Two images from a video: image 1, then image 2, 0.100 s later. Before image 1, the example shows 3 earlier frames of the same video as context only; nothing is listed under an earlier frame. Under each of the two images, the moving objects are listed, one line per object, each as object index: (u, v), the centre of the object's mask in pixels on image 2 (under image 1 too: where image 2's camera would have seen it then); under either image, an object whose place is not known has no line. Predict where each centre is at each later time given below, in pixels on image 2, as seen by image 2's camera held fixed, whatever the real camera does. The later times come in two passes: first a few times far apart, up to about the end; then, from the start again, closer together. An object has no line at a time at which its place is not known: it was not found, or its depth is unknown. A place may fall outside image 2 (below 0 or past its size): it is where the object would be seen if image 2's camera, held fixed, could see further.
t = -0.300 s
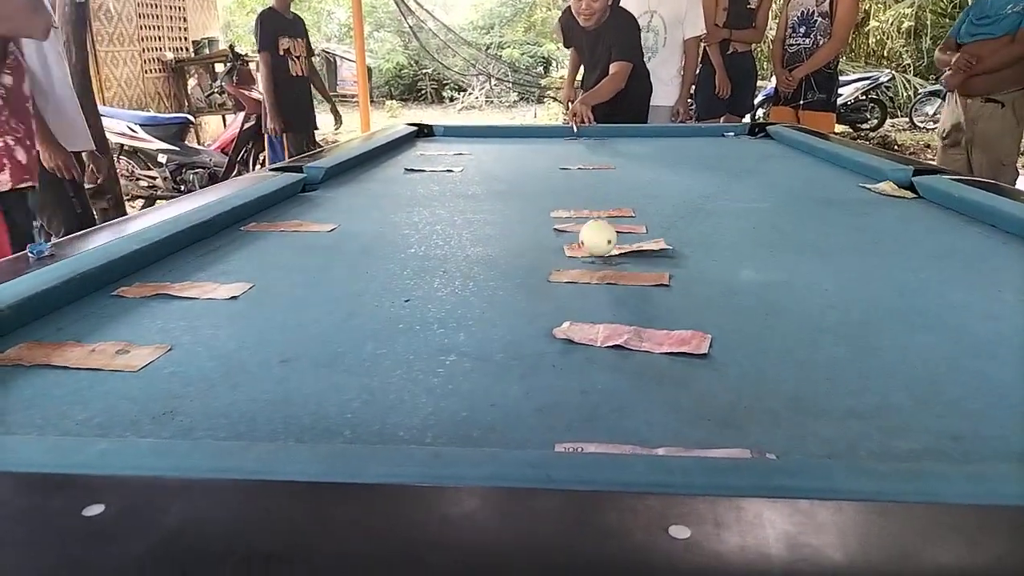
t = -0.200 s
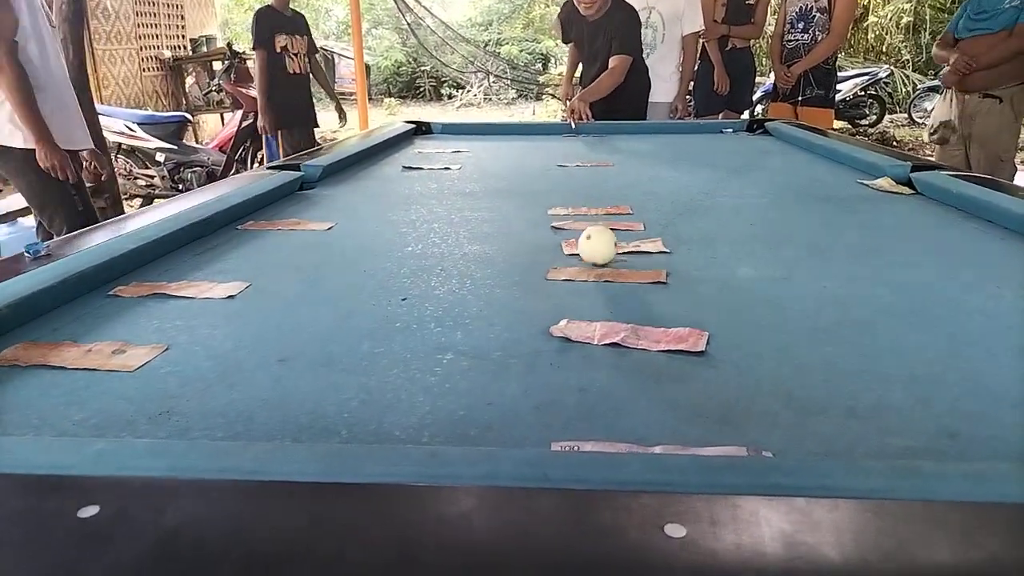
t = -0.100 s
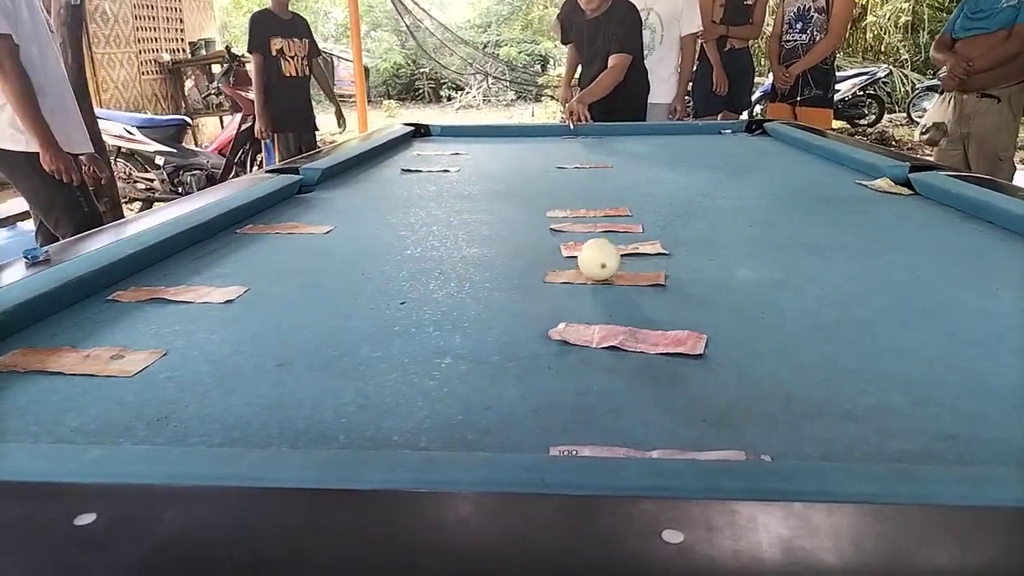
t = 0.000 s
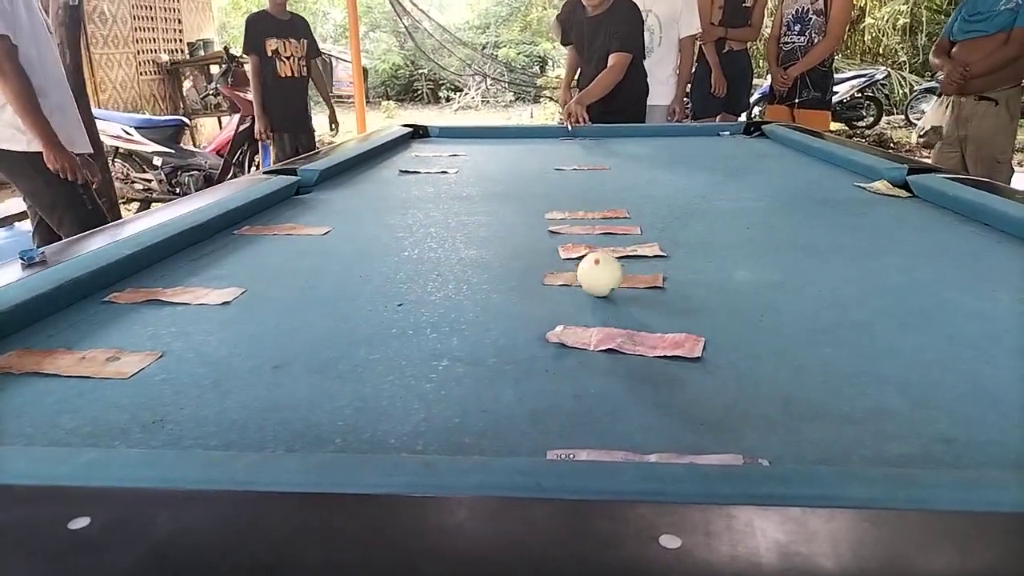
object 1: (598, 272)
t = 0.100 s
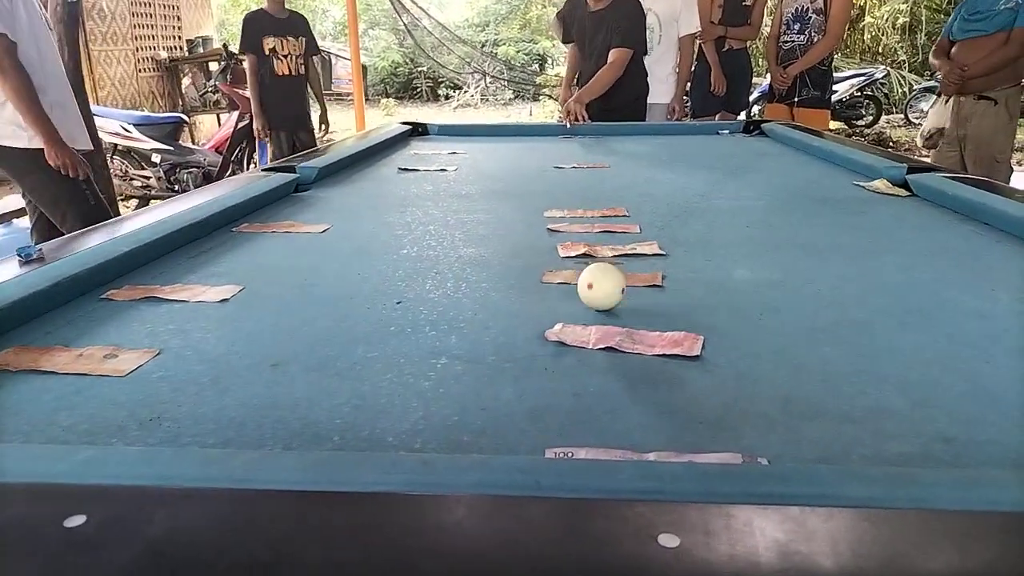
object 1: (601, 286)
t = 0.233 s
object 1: (605, 307)
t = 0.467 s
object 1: (614, 352)
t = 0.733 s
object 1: (627, 423)
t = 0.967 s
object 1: (625, 425)
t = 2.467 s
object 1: (578, 271)
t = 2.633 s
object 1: (574, 264)
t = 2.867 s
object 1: (570, 255)
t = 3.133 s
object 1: (566, 246)
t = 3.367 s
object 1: (564, 240)
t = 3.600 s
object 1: (559, 234)
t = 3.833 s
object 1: (555, 230)
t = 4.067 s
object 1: (550, 225)
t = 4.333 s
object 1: (544, 221)
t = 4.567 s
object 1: (539, 218)
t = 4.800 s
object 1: (535, 215)
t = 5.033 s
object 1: (535, 213)
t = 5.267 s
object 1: (536, 212)
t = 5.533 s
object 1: (536, 210)
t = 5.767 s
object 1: (537, 210)
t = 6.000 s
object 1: (537, 210)
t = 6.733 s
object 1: (537, 209)
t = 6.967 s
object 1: (537, 210)
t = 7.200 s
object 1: (538, 209)
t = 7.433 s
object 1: (537, 210)
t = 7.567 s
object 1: (538, 210)
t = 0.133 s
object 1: (602, 291)
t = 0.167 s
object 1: (603, 296)
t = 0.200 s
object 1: (604, 302)
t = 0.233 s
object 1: (605, 307)
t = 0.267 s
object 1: (607, 313)
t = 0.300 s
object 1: (608, 319)
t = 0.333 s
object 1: (609, 325)
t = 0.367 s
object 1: (610, 331)
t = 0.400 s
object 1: (611, 338)
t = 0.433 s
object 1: (613, 345)
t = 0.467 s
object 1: (614, 352)
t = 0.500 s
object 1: (615, 361)
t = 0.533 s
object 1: (617, 368)
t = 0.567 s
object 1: (618, 377)
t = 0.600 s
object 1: (620, 385)
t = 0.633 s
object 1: (621, 394)
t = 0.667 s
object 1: (623, 404)
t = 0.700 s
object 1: (625, 415)
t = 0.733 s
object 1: (627, 423)
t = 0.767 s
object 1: (628, 429)
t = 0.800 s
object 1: (630, 435)
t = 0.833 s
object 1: (631, 440)
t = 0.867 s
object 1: (629, 436)
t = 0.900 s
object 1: (628, 432)
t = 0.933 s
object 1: (626, 429)
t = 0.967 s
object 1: (625, 425)
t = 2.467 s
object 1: (578, 271)
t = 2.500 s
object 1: (577, 270)
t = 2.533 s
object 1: (577, 269)
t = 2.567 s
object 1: (576, 267)
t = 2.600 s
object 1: (575, 265)
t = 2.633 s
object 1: (574, 264)
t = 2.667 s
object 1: (574, 262)
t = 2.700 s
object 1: (573, 261)
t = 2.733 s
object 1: (573, 260)
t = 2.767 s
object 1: (572, 258)
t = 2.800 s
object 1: (571, 257)
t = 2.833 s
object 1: (571, 256)
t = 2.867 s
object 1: (570, 255)
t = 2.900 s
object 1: (570, 254)
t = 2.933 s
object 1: (569, 252)
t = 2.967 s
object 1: (568, 252)
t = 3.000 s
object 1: (568, 251)
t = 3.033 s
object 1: (568, 250)
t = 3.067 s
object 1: (567, 248)
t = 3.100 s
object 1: (567, 247)
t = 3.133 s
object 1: (566, 246)
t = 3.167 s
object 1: (566, 245)
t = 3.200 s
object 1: (566, 245)
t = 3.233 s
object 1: (565, 244)
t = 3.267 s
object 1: (565, 243)
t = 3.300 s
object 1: (564, 241)
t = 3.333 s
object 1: (564, 241)
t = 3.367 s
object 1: (564, 240)
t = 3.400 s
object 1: (562, 239)
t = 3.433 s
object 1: (562, 238)
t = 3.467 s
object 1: (562, 237)
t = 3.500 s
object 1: (561, 237)
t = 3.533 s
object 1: (561, 236)
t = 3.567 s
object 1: (560, 235)
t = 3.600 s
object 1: (559, 234)
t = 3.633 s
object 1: (559, 233)
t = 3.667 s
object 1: (559, 233)
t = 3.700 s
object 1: (558, 232)
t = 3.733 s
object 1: (558, 231)
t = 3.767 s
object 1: (557, 231)
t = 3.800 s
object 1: (556, 230)
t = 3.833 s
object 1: (555, 230)
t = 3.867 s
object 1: (555, 229)
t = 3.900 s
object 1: (554, 228)
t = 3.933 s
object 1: (553, 227)
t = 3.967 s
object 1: (552, 227)
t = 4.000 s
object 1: (552, 226)
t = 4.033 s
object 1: (551, 226)
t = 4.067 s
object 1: (550, 225)
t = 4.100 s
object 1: (549, 224)
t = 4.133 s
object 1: (548, 224)
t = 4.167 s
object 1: (547, 223)
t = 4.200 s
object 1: (547, 223)
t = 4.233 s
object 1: (546, 222)
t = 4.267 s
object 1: (545, 222)
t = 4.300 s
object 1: (544, 222)
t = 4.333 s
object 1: (544, 221)
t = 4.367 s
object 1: (543, 221)
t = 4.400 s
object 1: (542, 220)
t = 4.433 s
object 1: (541, 220)
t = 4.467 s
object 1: (540, 219)
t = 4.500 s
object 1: (540, 219)
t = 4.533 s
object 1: (539, 218)
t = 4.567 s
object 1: (539, 218)
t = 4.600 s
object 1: (538, 218)
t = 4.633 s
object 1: (537, 217)
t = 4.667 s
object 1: (537, 217)
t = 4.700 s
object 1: (536, 216)
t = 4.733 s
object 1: (536, 216)
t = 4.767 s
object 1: (535, 216)
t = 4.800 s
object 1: (535, 215)
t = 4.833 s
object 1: (535, 215)
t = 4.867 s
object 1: (535, 215)
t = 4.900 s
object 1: (534, 215)
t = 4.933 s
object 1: (534, 214)
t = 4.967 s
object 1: (535, 214)
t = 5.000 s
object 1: (535, 214)
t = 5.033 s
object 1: (535, 213)
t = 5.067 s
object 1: (535, 213)
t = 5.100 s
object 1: (535, 213)
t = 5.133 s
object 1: (535, 213)
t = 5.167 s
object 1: (535, 213)
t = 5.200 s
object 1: (536, 212)
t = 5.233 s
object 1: (536, 212)
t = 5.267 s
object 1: (536, 212)
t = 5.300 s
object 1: (536, 211)
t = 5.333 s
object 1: (536, 211)
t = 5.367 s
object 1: (536, 211)
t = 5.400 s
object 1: (536, 211)
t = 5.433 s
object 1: (536, 211)
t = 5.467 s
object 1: (536, 210)
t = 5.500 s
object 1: (536, 210)
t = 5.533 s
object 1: (536, 210)
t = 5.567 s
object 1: (537, 210)
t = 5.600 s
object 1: (537, 210)
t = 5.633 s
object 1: (537, 210)
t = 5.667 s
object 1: (537, 210)
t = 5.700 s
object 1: (537, 210)
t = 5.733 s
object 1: (537, 210)
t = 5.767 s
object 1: (537, 210)
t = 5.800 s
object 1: (537, 210)
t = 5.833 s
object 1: (537, 210)
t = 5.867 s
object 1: (537, 210)
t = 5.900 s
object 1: (537, 210)
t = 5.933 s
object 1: (537, 210)
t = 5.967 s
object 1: (537, 210)
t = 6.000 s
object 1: (537, 210)
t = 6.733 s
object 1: (537, 209)
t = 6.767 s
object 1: (537, 209)
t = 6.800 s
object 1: (537, 210)
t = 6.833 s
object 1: (537, 210)
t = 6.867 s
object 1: (537, 210)
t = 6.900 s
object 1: (537, 210)
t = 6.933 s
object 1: (537, 210)
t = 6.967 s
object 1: (537, 210)
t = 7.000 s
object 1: (537, 210)
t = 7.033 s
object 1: (538, 209)
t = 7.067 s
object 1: (538, 209)
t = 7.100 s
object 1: (538, 210)
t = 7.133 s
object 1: (538, 210)
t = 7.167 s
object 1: (538, 210)
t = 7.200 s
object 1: (538, 209)
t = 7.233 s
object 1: (537, 210)
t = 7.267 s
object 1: (537, 210)
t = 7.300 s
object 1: (538, 210)
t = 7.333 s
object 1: (537, 210)
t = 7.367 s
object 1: (537, 210)
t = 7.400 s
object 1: (537, 210)
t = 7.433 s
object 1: (537, 210)
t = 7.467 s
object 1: (538, 210)
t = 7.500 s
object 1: (538, 210)
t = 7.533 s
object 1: (537, 210)
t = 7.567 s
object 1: (538, 210)
